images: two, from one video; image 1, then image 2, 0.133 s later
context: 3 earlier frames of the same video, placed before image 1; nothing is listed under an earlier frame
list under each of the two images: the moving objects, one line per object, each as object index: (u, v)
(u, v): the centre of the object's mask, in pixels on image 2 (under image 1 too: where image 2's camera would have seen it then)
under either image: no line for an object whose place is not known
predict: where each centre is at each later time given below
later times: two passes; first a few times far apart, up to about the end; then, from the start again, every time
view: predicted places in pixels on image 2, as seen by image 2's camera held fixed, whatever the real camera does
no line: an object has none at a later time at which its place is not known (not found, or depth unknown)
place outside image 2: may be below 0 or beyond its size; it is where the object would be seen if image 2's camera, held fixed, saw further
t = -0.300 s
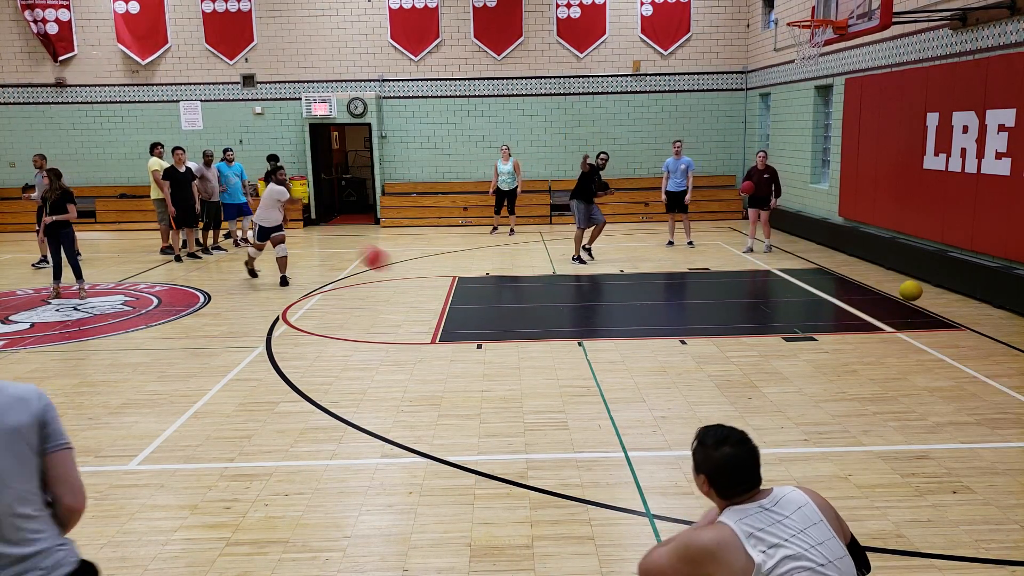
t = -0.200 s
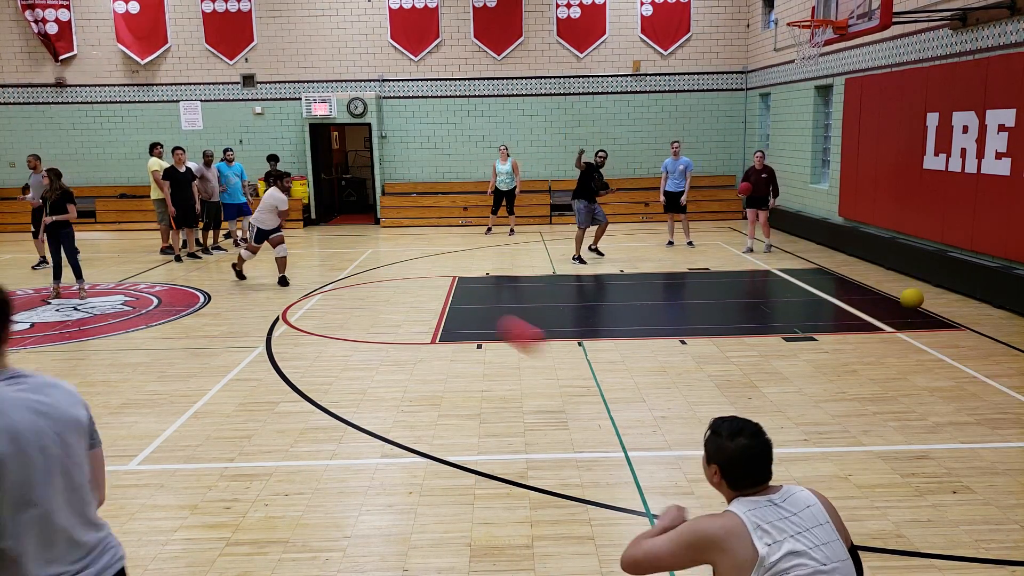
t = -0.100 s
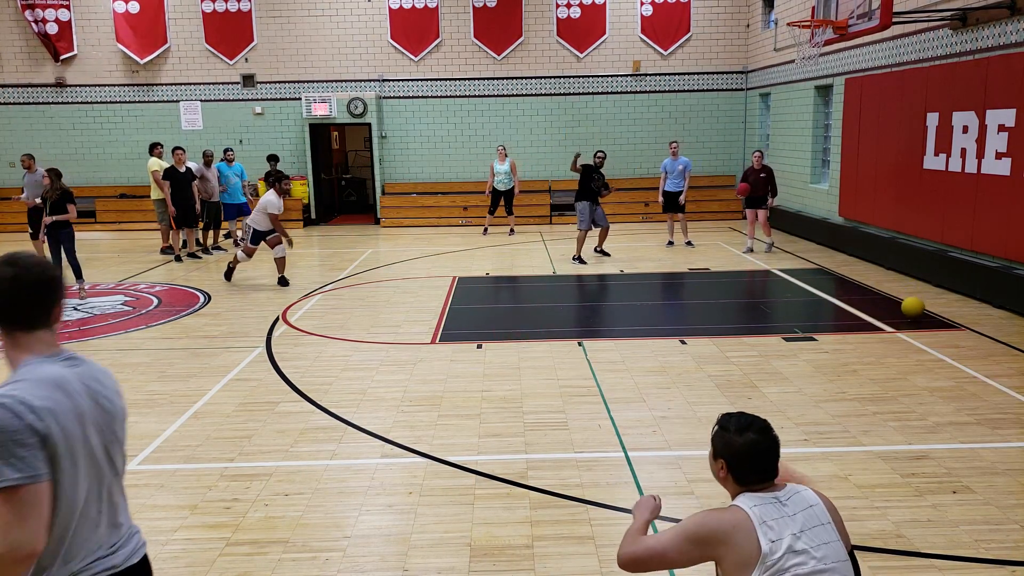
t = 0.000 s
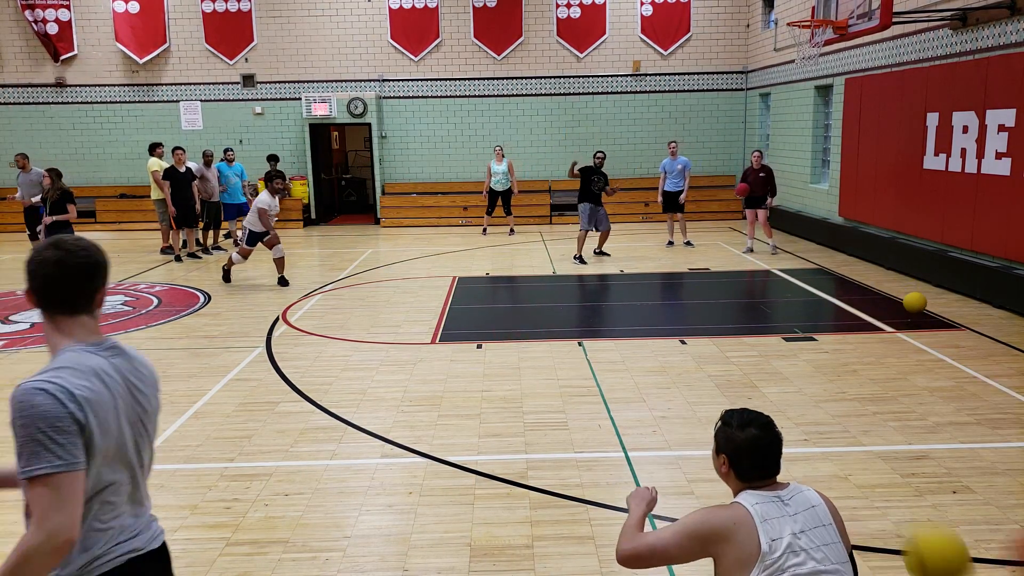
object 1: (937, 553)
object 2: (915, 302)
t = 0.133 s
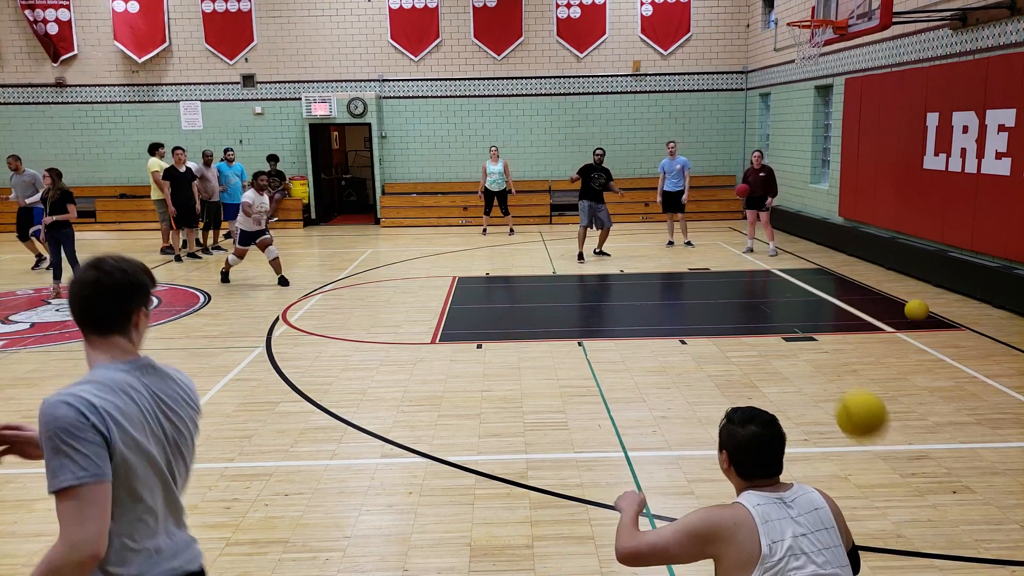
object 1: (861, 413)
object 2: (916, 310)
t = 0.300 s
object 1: (798, 342)
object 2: (919, 314)
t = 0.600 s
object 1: (732, 357)
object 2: (924, 324)
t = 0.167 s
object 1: (846, 391)
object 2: (917, 315)
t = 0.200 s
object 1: (833, 376)
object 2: (917, 317)
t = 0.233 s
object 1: (821, 362)
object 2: (918, 315)
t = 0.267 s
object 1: (810, 349)
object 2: (919, 314)
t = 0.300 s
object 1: (798, 342)
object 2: (919, 314)
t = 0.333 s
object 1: (789, 337)
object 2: (919, 314)
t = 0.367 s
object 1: (780, 334)
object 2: (920, 316)
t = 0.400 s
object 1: (772, 332)
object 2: (920, 319)
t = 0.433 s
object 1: (764, 333)
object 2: (921, 323)
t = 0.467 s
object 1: (757, 335)
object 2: (921, 326)
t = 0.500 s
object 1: (750, 339)
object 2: (922, 324)
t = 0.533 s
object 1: (744, 343)
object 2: (923, 323)
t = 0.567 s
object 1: (737, 349)
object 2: (923, 323)
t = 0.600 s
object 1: (732, 357)
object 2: (924, 324)
